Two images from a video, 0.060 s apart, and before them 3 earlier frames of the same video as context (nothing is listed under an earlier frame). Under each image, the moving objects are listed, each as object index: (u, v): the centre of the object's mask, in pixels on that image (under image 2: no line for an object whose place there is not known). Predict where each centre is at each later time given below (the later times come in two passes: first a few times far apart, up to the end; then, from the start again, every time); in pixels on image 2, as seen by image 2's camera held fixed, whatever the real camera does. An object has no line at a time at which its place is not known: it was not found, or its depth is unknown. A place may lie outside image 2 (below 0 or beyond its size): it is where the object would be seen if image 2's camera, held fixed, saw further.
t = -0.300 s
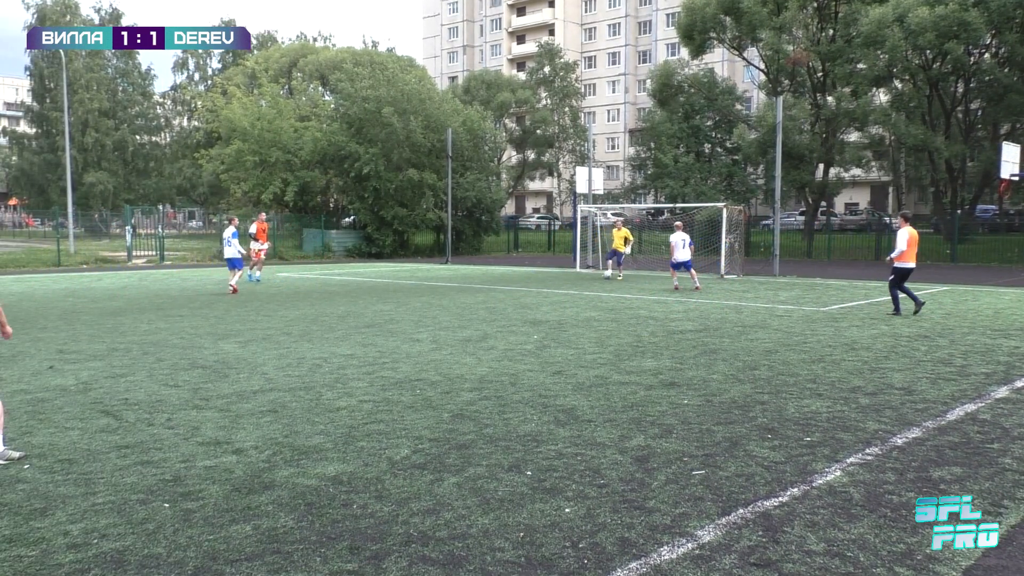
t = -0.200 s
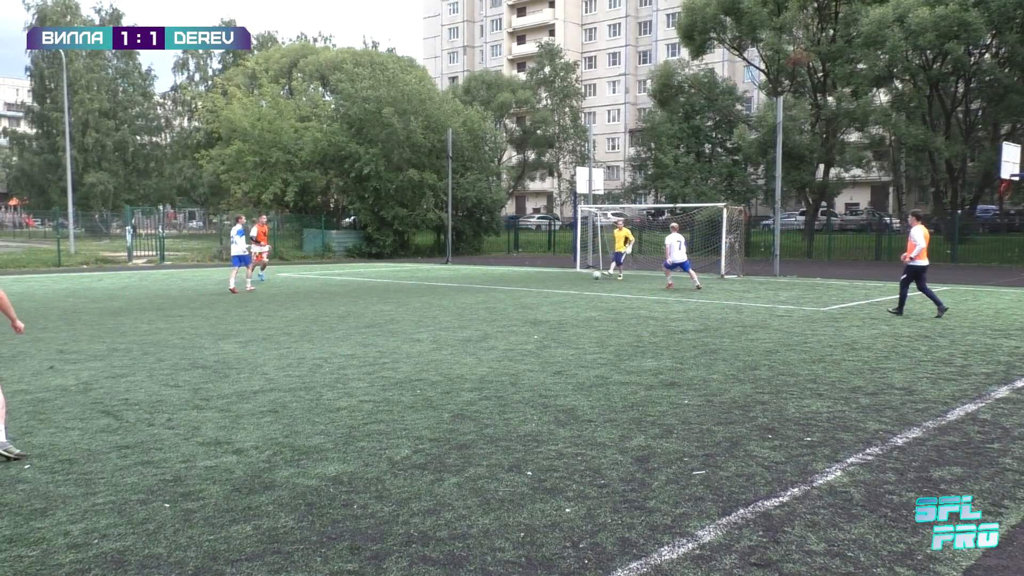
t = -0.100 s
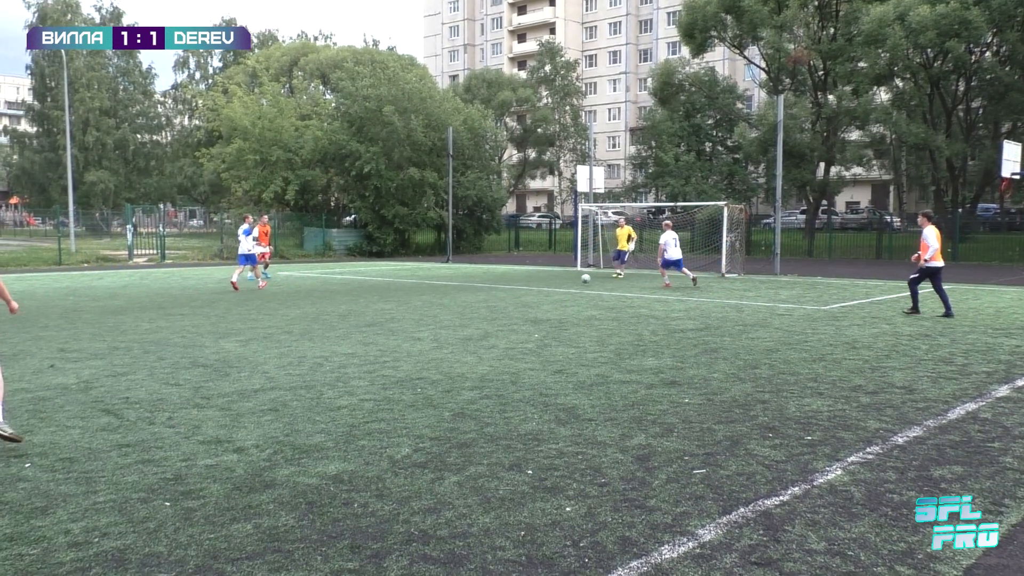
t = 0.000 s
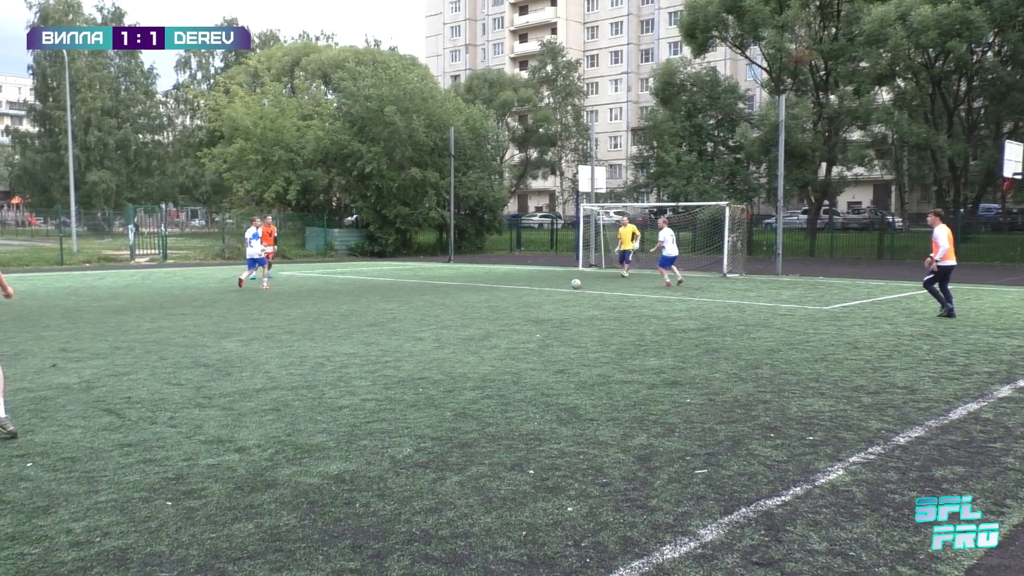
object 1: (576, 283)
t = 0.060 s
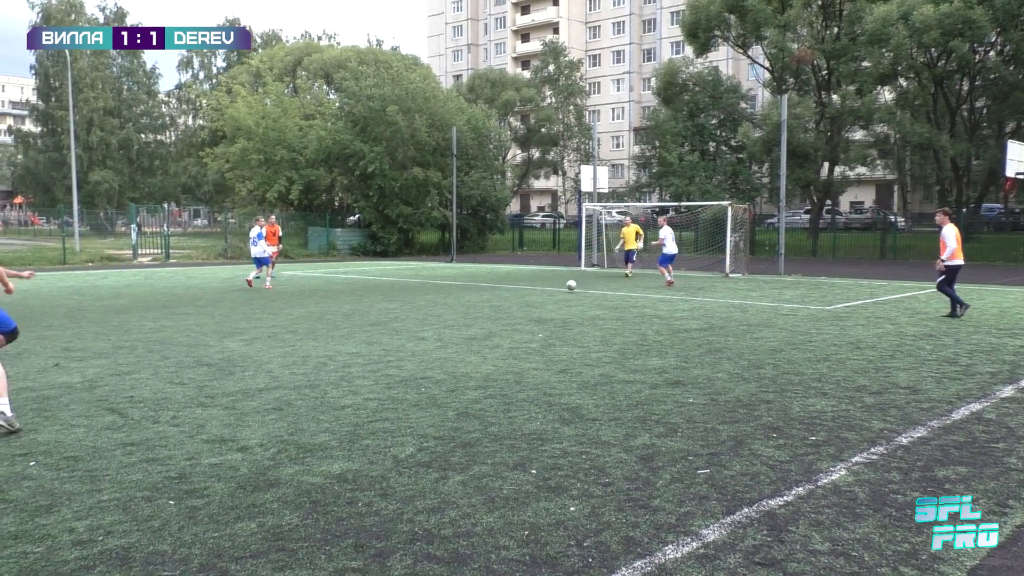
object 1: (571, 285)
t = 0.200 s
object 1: (556, 291)
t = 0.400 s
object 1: (534, 300)
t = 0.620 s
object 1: (509, 312)
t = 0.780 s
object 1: (489, 322)
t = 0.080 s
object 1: (569, 286)
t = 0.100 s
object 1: (566, 287)
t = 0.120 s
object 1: (564, 289)
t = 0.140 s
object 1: (562, 290)
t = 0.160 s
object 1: (560, 291)
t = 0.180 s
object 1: (558, 291)
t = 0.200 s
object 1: (556, 291)
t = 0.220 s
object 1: (554, 292)
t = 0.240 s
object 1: (551, 293)
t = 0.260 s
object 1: (549, 294)
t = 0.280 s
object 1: (547, 295)
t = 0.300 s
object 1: (545, 297)
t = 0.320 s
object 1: (543, 297)
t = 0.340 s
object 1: (541, 298)
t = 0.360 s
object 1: (538, 298)
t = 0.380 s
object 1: (536, 299)
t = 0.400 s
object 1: (534, 300)
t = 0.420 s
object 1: (532, 301)
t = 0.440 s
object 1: (530, 303)
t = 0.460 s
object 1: (527, 305)
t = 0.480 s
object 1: (525, 306)
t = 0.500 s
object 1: (523, 306)
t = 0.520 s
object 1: (521, 306)
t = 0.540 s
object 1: (518, 307)
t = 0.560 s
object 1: (516, 307)
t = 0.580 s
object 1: (514, 309)
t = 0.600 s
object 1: (511, 310)
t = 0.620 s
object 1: (509, 312)
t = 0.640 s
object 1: (506, 314)
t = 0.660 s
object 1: (504, 315)
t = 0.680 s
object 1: (501, 316)
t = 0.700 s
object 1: (499, 317)
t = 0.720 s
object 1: (497, 318)
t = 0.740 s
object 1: (494, 320)
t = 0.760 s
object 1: (491, 321)
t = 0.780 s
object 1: (489, 322)
